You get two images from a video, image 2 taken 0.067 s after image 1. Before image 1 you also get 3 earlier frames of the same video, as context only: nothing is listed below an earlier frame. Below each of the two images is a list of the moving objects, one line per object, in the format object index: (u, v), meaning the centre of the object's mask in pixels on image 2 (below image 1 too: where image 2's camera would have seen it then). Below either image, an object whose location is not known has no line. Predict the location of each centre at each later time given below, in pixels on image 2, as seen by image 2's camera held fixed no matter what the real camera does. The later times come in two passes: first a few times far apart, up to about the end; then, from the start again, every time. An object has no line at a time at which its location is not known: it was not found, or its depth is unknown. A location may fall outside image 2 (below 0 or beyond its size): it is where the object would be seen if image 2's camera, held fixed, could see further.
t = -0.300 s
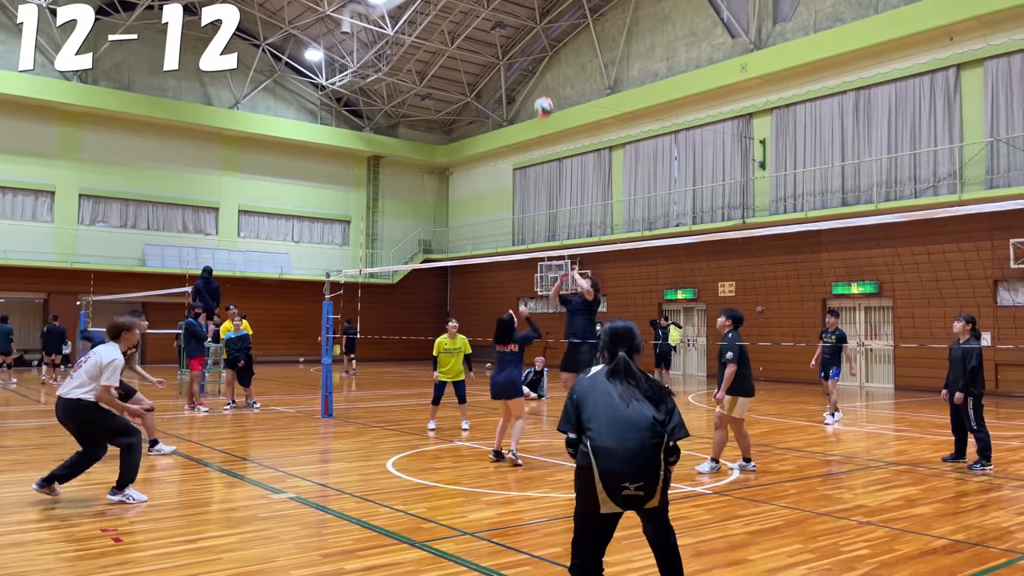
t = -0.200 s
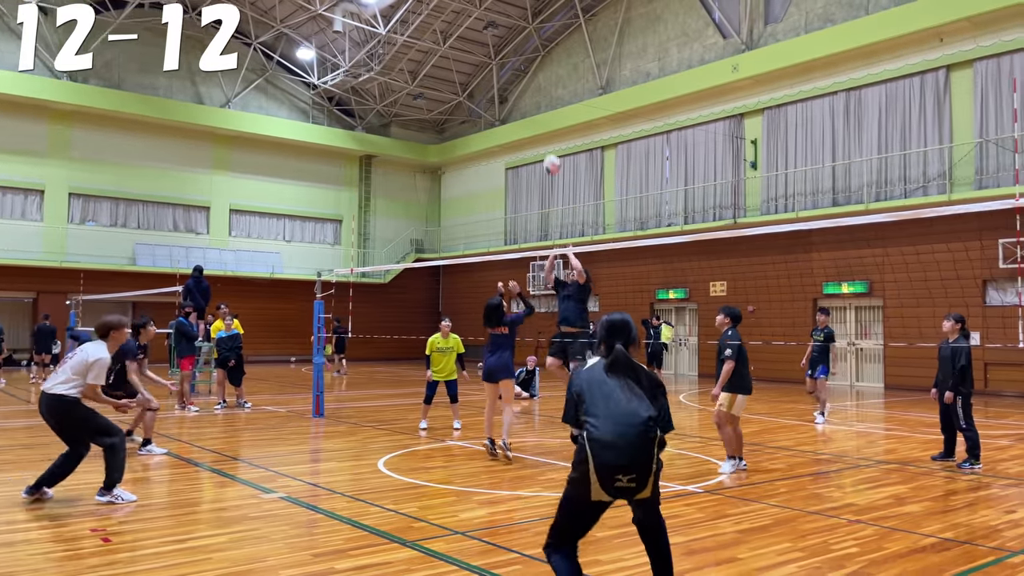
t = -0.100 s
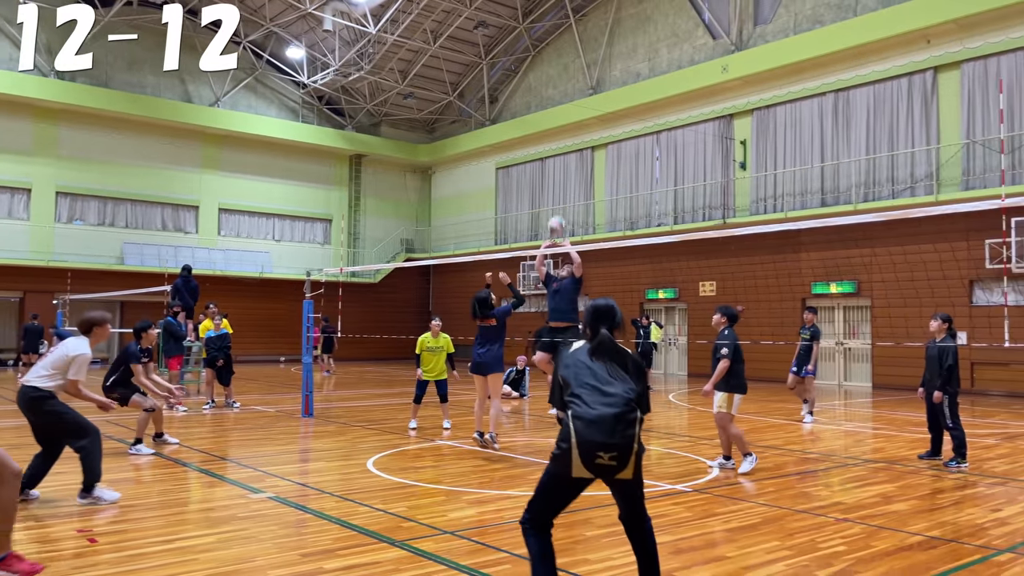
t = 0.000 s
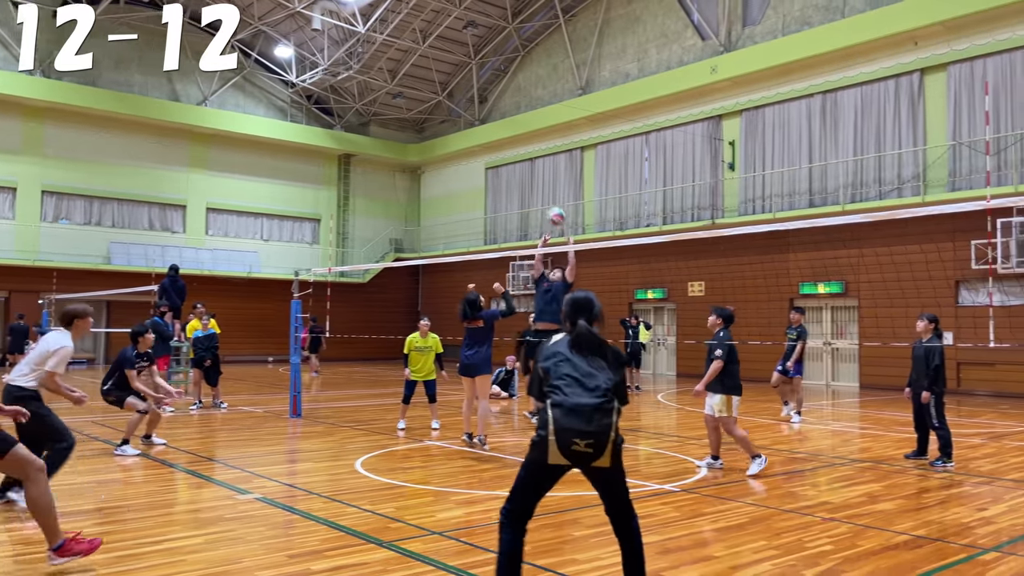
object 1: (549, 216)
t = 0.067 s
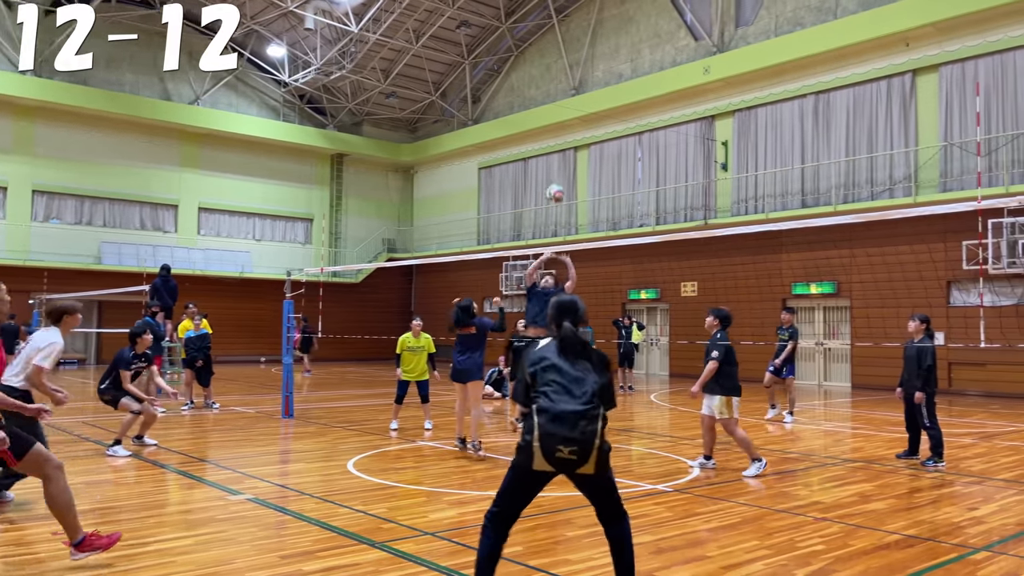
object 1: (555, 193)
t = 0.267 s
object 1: (575, 144)
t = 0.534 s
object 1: (602, 130)
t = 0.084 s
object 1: (556, 188)
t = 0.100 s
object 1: (558, 183)
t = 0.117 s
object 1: (560, 178)
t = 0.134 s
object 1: (561, 173)
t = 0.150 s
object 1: (563, 169)
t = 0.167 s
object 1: (565, 165)
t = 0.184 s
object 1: (567, 161)
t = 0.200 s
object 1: (569, 157)
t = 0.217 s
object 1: (570, 154)
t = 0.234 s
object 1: (572, 151)
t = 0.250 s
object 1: (573, 148)
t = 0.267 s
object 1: (575, 144)
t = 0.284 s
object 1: (576, 142)
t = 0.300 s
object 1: (578, 139)
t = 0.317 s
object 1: (580, 137)
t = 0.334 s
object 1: (582, 135)
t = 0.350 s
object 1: (583, 133)
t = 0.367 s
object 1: (585, 132)
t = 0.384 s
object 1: (587, 131)
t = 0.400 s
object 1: (588, 130)
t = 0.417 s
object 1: (590, 129)
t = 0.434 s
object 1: (592, 128)
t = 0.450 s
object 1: (594, 128)
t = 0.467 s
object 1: (595, 128)
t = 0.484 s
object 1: (597, 128)
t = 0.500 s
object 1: (599, 129)
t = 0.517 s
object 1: (600, 129)
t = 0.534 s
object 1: (602, 130)
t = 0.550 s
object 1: (604, 131)
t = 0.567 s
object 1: (605, 133)
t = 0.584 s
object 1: (607, 134)
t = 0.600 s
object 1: (609, 136)
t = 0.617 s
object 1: (610, 138)
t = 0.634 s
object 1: (612, 141)
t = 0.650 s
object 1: (615, 144)
